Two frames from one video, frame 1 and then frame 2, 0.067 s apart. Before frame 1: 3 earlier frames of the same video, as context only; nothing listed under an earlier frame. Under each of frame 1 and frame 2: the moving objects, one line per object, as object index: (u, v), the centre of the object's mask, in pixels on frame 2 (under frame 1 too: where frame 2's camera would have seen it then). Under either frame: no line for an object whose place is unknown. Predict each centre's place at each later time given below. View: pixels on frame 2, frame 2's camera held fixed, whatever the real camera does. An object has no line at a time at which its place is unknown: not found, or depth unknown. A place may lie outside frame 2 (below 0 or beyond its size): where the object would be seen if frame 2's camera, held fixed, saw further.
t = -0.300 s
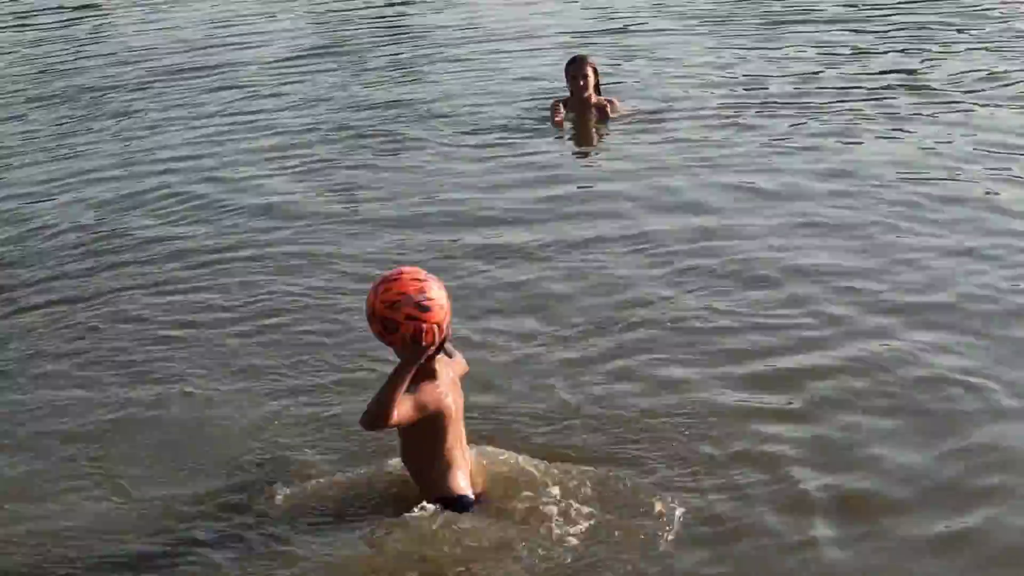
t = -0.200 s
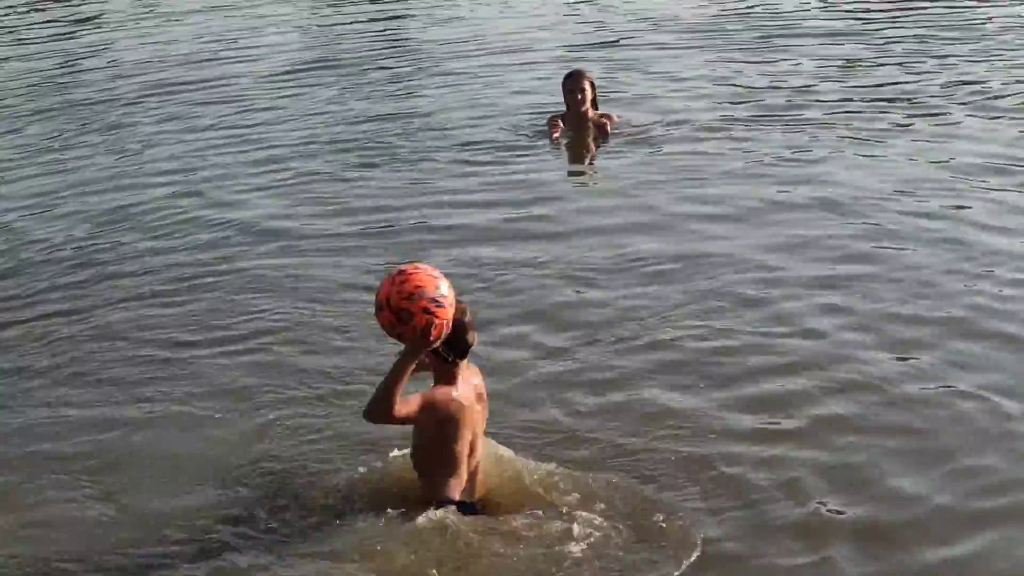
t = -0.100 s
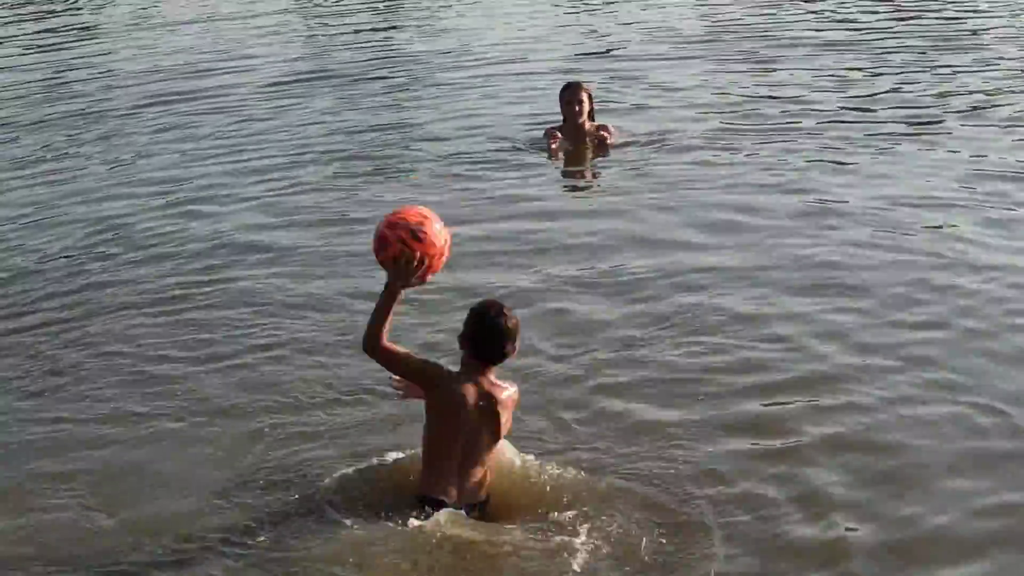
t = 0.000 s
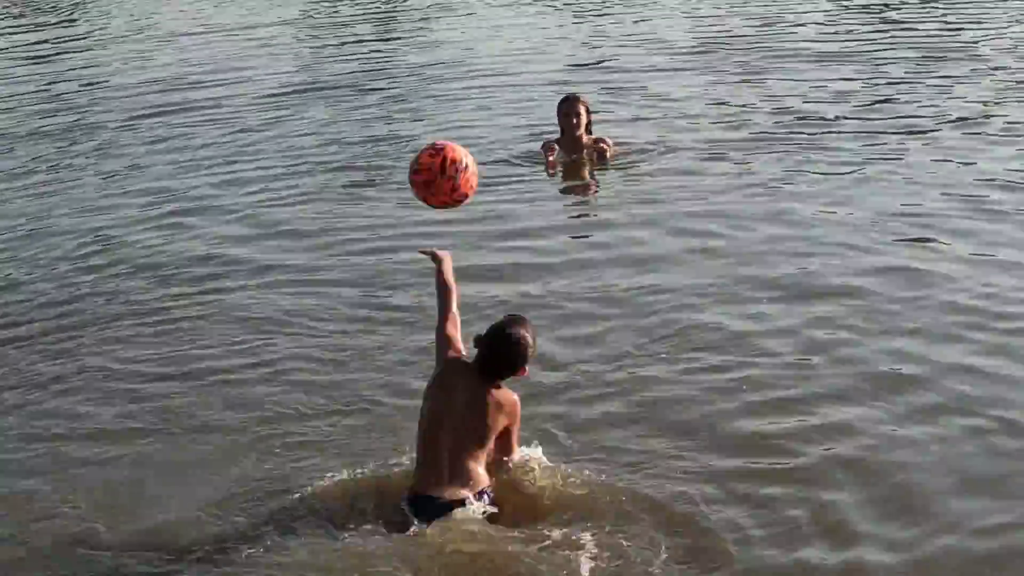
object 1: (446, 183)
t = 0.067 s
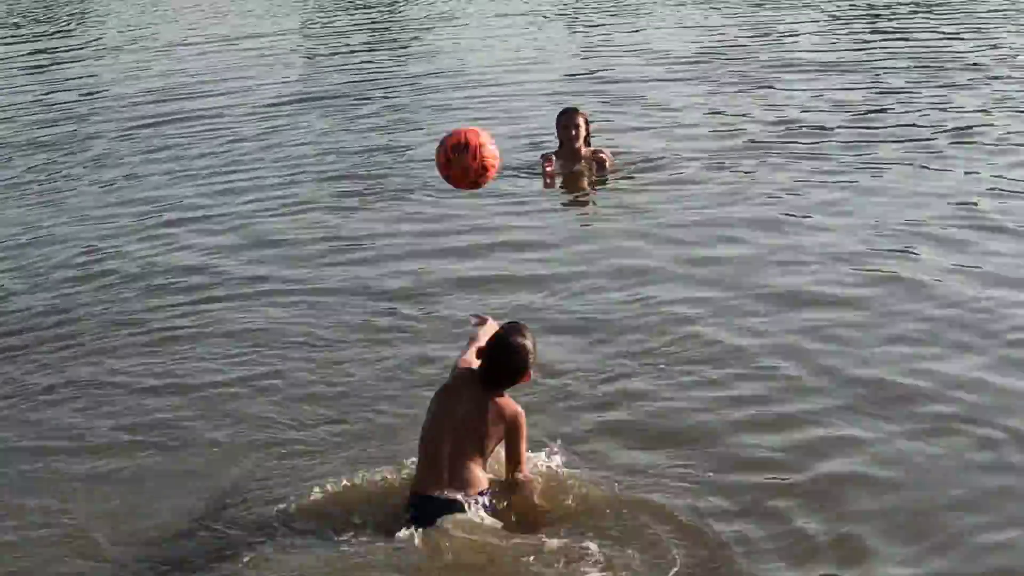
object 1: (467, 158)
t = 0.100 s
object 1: (477, 150)
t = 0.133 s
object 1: (486, 147)
